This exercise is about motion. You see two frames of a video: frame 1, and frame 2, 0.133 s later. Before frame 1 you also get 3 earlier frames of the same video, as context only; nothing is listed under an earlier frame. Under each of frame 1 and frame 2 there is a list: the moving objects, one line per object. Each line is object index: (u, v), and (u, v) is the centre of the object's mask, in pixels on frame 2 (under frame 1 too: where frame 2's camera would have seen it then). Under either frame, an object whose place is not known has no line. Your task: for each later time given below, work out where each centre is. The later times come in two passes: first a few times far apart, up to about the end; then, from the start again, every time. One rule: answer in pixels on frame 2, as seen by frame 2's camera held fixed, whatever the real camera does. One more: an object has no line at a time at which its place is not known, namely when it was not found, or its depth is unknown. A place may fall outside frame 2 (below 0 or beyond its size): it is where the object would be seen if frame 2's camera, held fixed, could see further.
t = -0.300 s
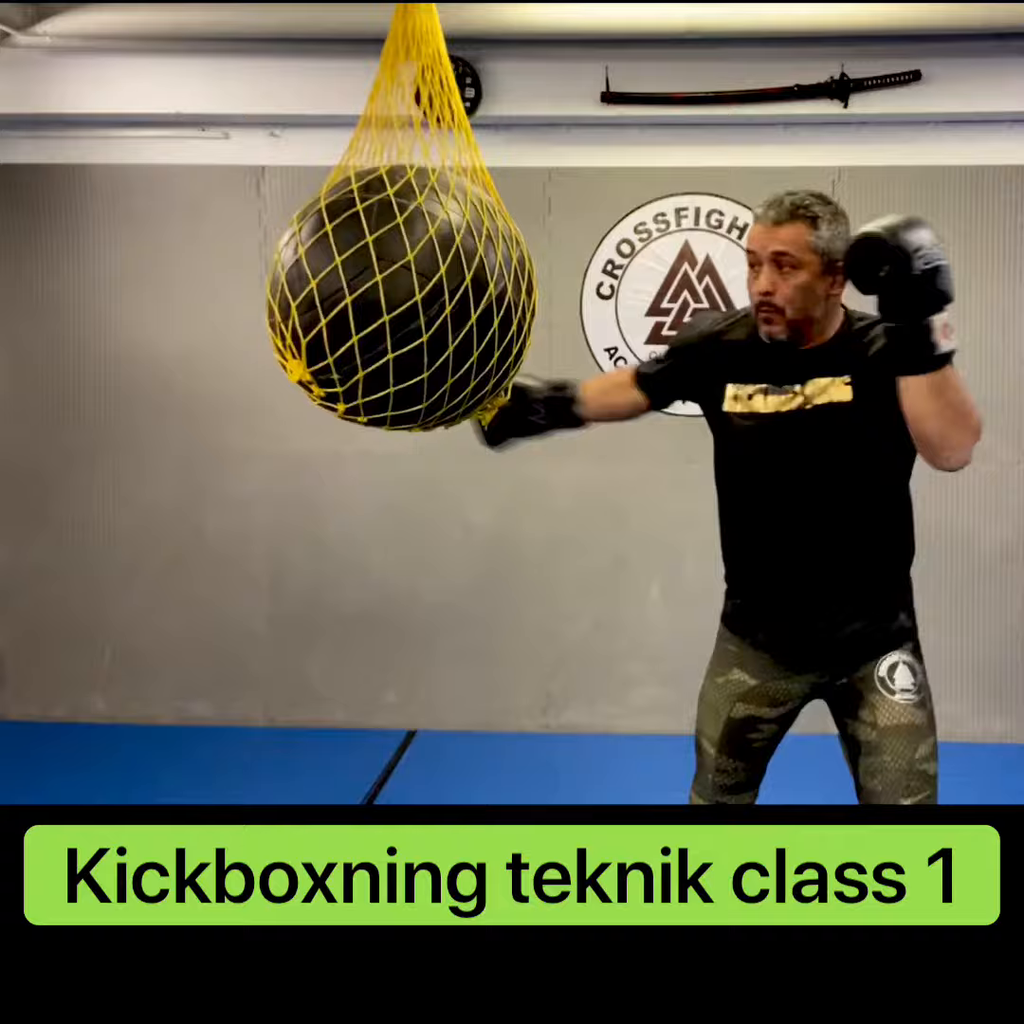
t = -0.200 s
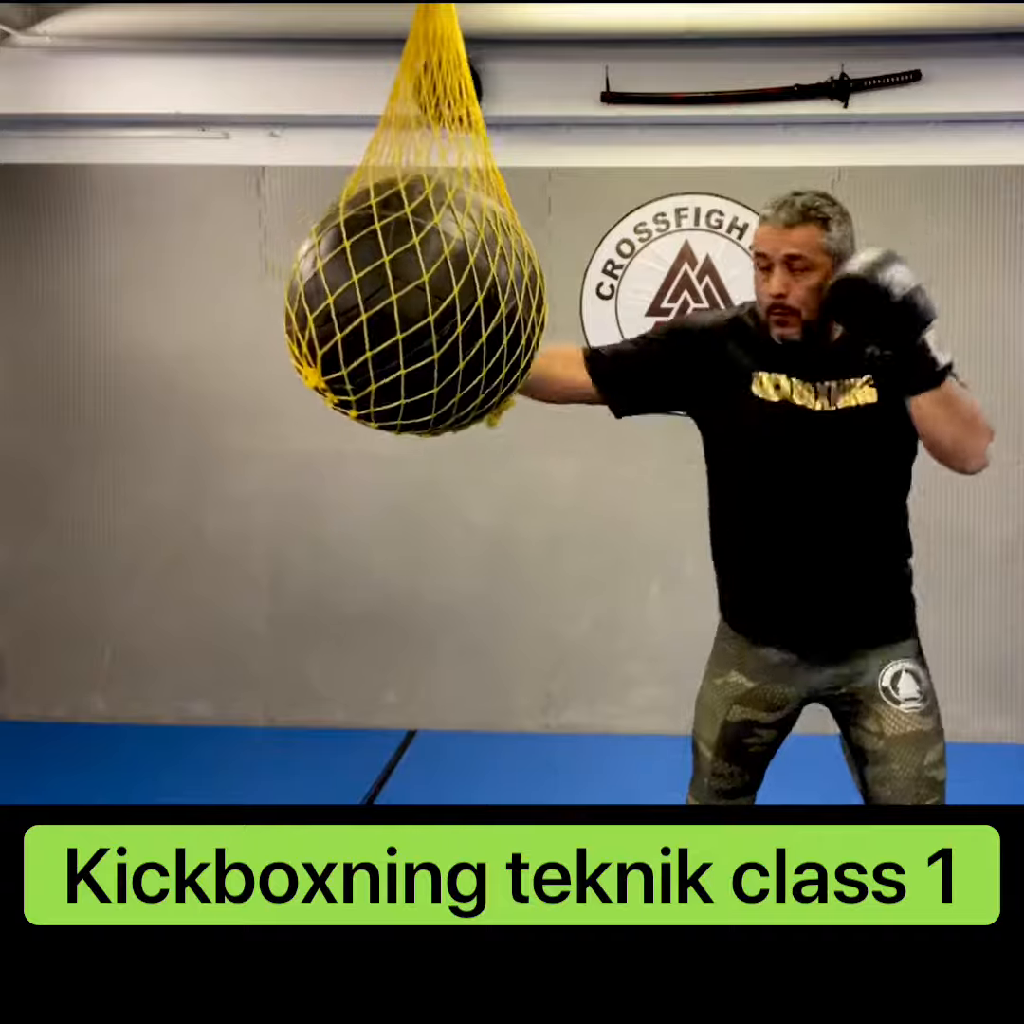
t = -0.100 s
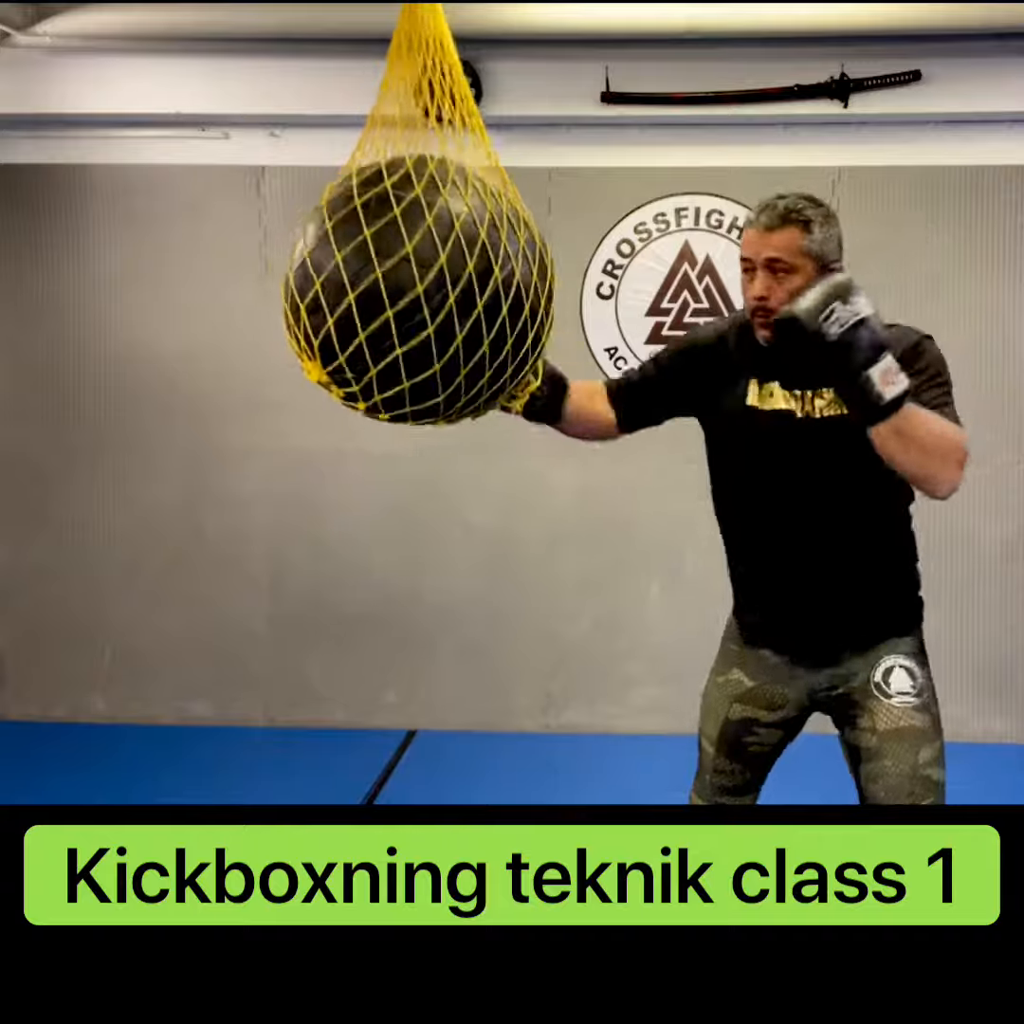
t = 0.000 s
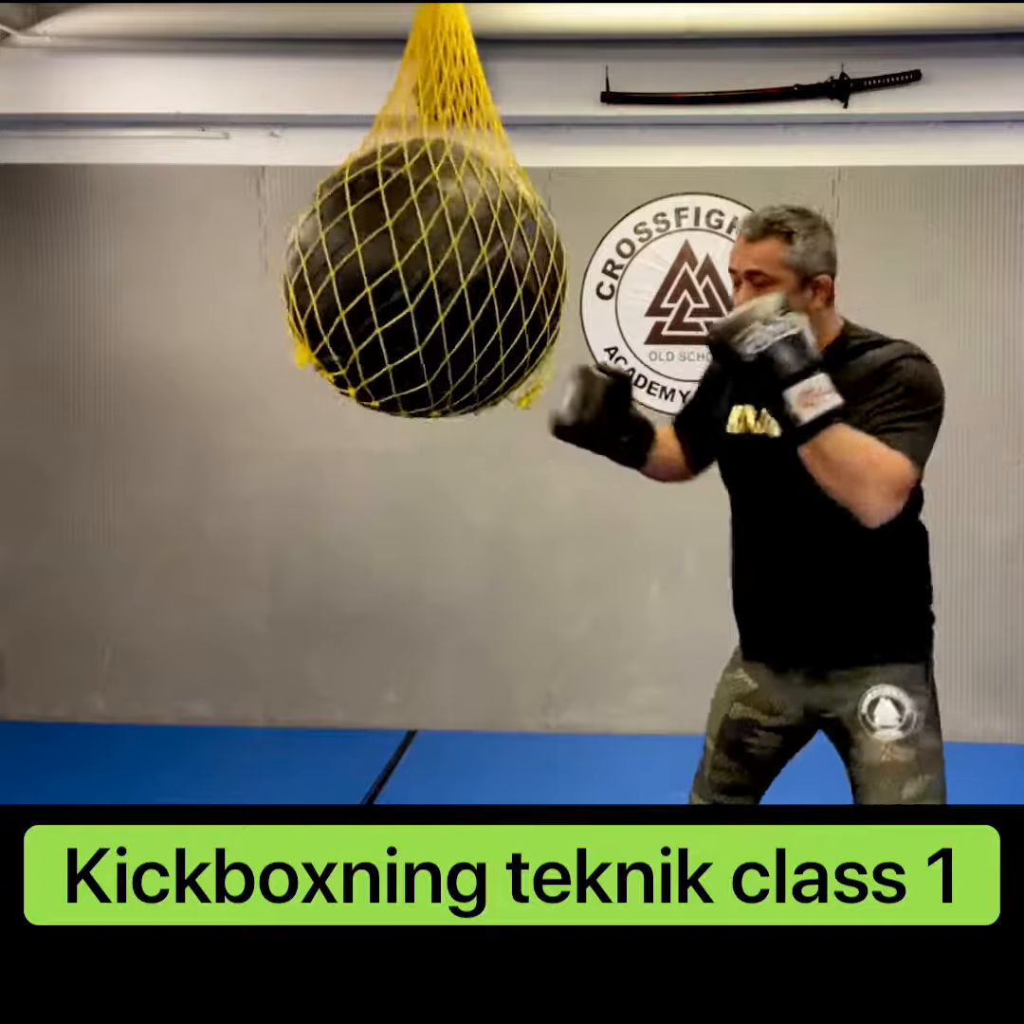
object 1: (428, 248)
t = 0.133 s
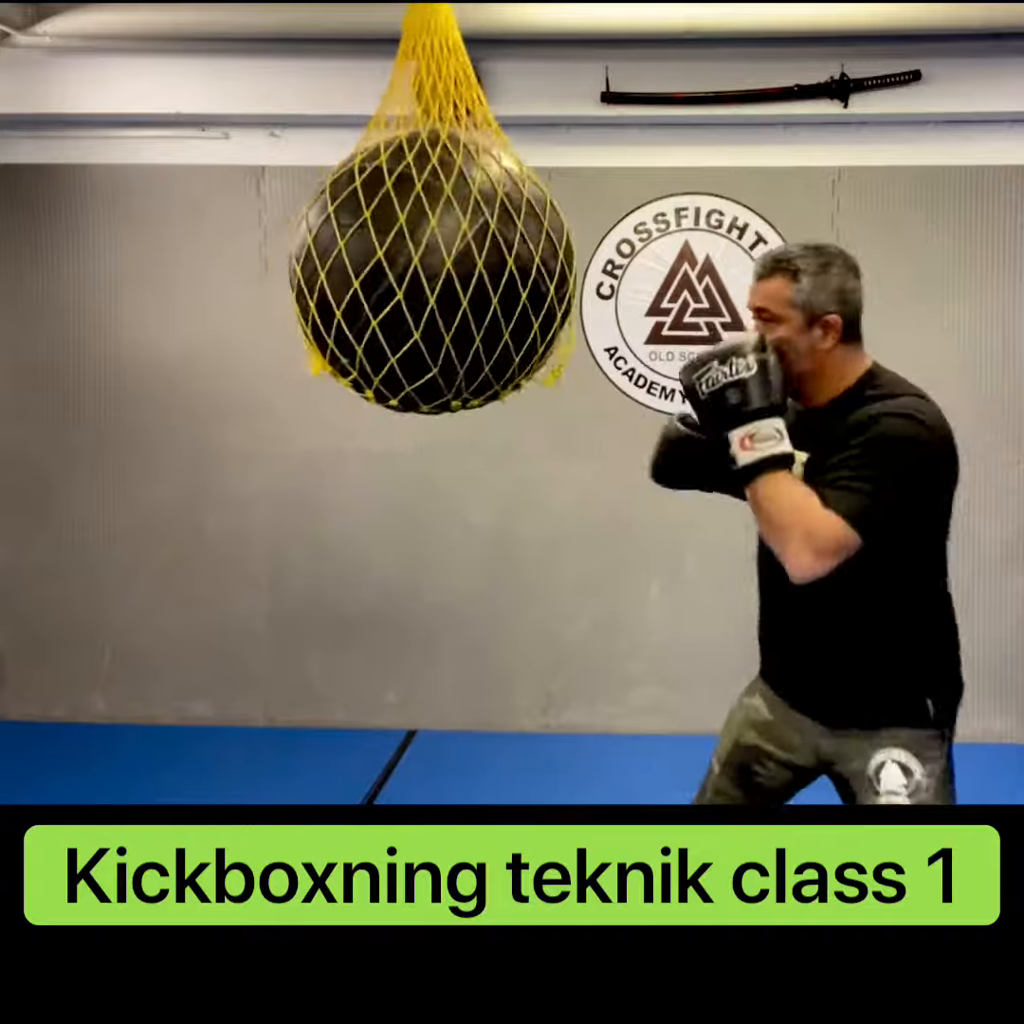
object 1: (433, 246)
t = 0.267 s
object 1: (442, 253)
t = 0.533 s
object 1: (451, 270)
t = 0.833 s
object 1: (449, 249)
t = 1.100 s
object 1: (436, 233)
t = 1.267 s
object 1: (428, 237)
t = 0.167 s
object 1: (436, 246)
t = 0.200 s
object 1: (440, 247)
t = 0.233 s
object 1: (441, 249)
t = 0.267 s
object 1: (442, 253)
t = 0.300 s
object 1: (443, 258)
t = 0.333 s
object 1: (445, 260)
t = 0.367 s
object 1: (448, 262)
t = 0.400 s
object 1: (450, 264)
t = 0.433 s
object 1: (452, 267)
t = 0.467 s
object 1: (452, 269)
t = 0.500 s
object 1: (452, 270)
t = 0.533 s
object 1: (451, 270)
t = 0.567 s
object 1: (452, 270)
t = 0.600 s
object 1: (453, 269)
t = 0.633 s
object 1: (454, 268)
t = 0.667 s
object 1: (452, 265)
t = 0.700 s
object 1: (451, 263)
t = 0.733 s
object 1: (450, 259)
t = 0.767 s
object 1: (450, 255)
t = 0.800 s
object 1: (451, 252)
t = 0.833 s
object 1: (449, 249)
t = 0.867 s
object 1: (447, 246)
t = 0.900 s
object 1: (445, 243)
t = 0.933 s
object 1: (444, 240)
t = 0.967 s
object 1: (444, 237)
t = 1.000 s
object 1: (443, 235)
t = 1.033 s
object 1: (441, 234)
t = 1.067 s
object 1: (438, 233)
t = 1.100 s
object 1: (436, 233)
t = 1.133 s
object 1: (436, 233)
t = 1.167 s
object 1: (435, 234)
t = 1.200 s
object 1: (433, 235)
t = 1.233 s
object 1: (430, 236)
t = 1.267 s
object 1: (428, 237)
